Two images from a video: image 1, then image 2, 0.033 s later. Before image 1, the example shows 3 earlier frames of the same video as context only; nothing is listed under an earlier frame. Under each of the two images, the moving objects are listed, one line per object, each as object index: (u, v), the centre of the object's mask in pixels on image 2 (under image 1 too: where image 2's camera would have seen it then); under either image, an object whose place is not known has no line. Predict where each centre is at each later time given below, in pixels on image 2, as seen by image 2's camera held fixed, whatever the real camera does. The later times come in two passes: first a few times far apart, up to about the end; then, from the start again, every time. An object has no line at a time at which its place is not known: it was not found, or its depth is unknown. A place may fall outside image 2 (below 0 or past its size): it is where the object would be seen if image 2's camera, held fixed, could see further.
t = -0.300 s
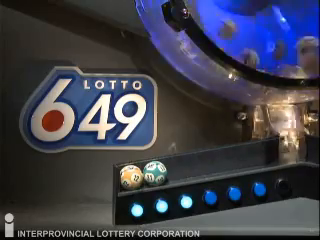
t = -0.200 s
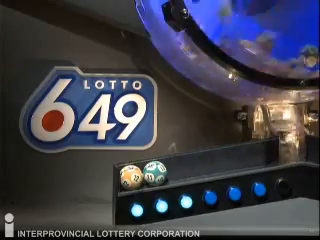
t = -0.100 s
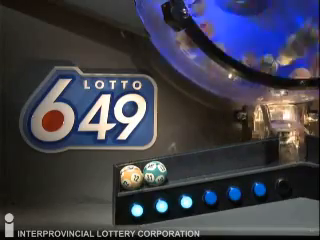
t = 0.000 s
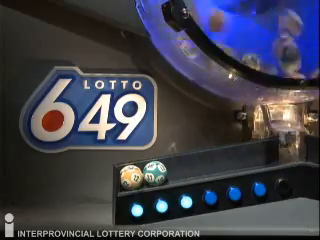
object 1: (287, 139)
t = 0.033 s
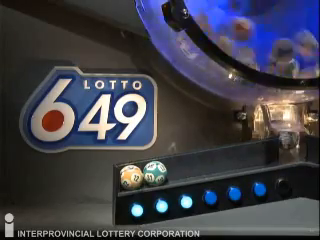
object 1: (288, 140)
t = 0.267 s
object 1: (290, 149)
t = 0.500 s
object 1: (275, 152)
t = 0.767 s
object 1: (237, 159)
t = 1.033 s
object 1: (182, 168)
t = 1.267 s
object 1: (186, 168)
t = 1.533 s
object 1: (179, 169)
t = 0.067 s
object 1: (288, 141)
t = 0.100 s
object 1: (288, 142)
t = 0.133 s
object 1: (289, 143)
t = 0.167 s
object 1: (290, 143)
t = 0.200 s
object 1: (291, 145)
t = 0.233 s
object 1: (291, 147)
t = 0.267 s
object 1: (290, 149)
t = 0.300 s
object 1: (289, 146)
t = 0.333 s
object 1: (288, 149)
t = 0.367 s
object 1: (287, 149)
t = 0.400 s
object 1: (283, 149)
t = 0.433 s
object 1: (282, 150)
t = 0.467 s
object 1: (278, 151)
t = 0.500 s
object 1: (275, 152)
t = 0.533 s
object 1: (270, 153)
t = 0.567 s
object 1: (267, 154)
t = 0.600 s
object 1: (263, 154)
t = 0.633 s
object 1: (259, 155)
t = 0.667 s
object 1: (254, 156)
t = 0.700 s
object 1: (249, 157)
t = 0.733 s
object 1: (243, 158)
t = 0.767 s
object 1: (237, 159)
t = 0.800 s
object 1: (229, 161)
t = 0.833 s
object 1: (221, 162)
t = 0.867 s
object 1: (213, 163)
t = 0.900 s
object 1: (204, 165)
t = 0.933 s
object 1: (194, 167)
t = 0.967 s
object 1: (183, 168)
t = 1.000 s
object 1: (179, 168)
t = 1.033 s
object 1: (182, 168)
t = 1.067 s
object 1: (185, 167)
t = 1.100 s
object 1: (186, 167)
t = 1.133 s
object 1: (188, 167)
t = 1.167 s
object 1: (188, 167)
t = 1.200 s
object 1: (188, 167)
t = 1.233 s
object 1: (187, 168)
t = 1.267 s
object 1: (186, 168)
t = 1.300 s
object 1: (183, 168)
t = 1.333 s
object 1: (181, 169)
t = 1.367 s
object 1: (179, 169)
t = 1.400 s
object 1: (179, 169)
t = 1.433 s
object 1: (179, 169)
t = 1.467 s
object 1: (179, 169)
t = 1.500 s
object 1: (179, 169)
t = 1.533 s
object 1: (179, 169)
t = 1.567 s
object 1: (179, 169)
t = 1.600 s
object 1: (179, 169)
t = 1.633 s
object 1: (179, 169)
